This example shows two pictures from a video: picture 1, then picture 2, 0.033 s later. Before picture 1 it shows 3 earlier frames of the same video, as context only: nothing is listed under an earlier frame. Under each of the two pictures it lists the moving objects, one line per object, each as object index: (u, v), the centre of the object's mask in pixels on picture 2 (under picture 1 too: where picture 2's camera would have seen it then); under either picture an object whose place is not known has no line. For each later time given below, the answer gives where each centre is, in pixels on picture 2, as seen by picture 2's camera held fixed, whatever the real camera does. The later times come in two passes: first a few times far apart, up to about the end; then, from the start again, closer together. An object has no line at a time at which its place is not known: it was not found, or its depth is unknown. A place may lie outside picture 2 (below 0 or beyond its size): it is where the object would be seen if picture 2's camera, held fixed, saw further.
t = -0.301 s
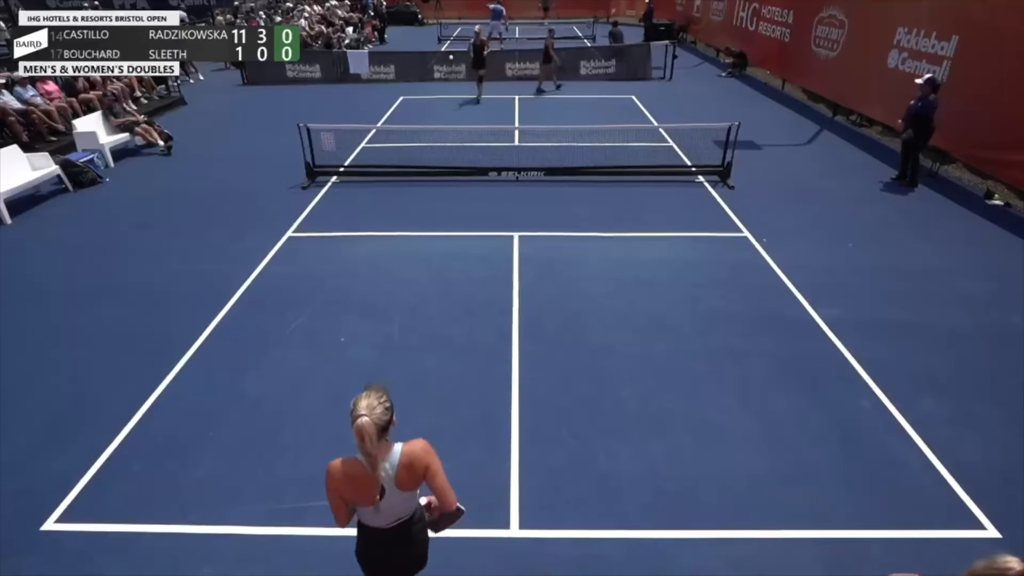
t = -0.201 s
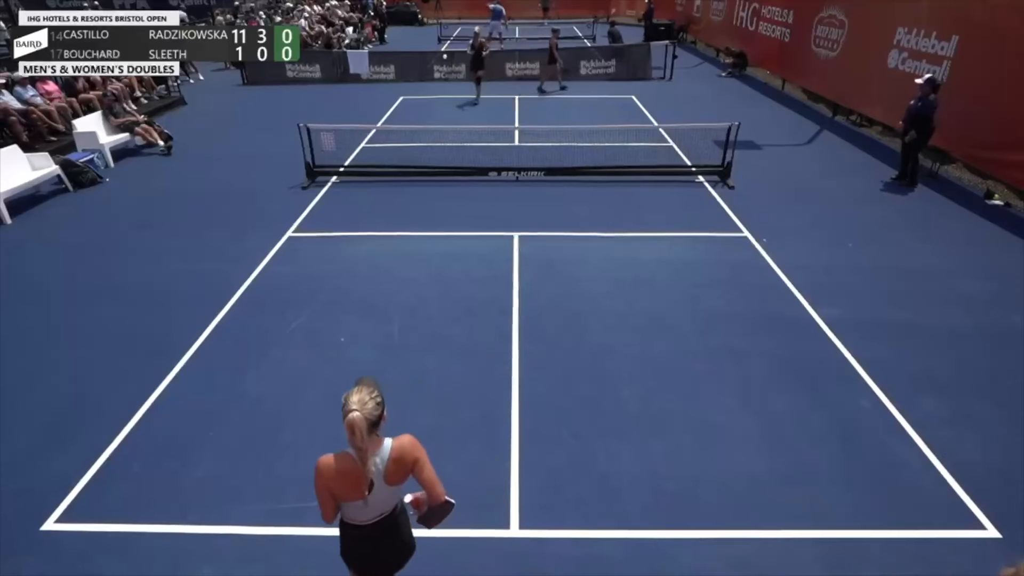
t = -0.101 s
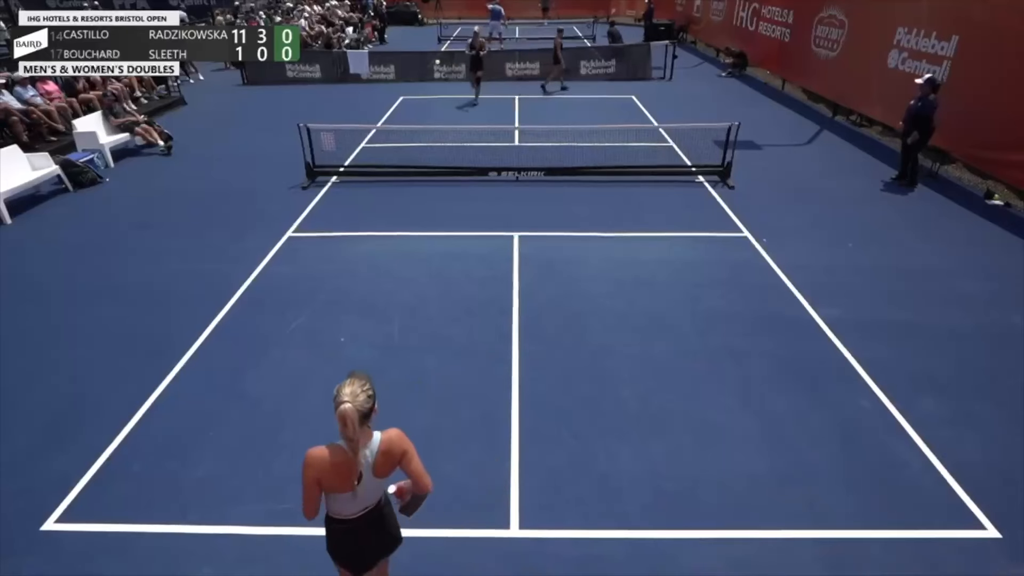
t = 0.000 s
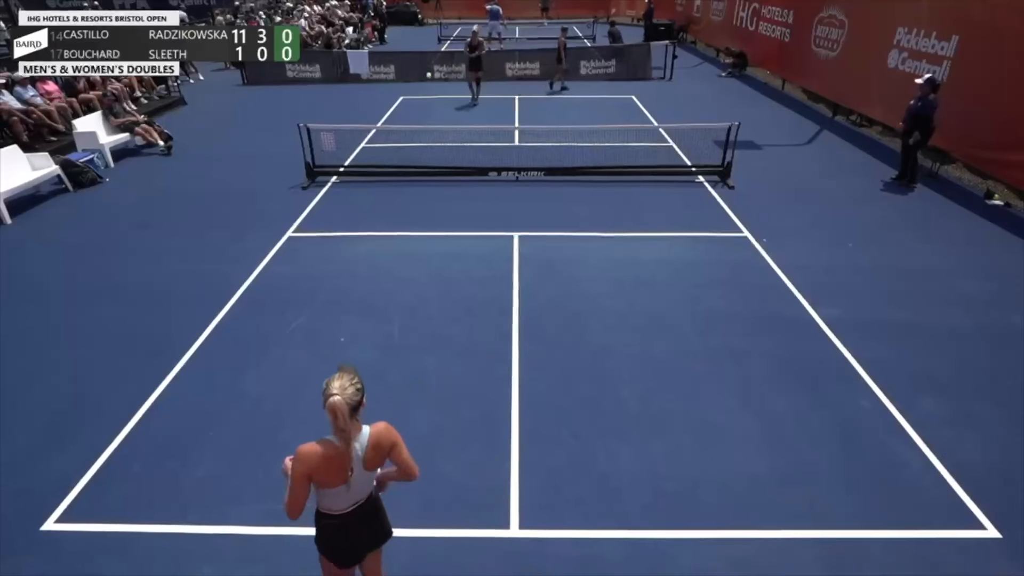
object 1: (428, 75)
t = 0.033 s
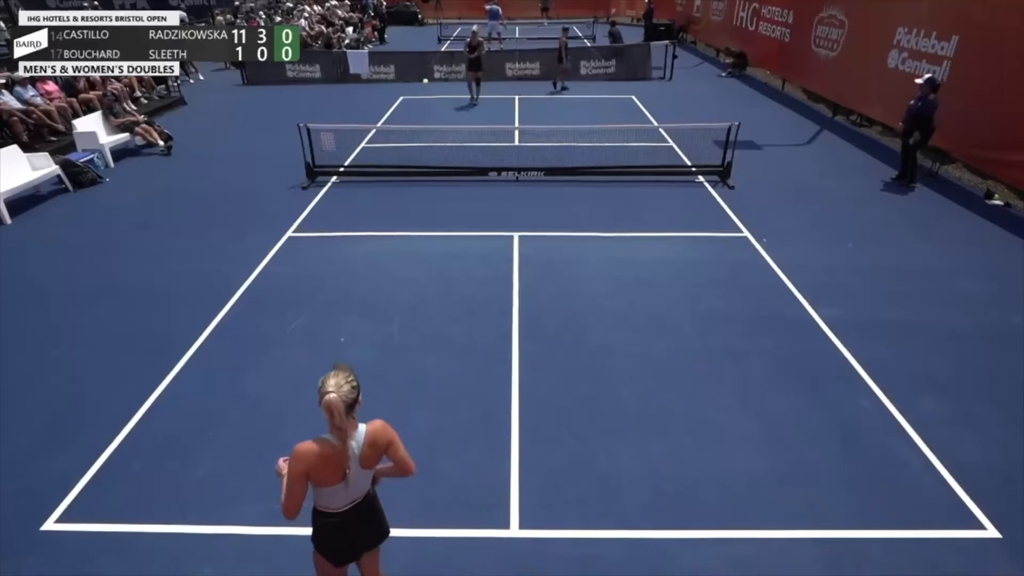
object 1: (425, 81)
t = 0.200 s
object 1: (406, 129)
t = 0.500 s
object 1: (363, 267)
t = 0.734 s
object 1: (318, 285)
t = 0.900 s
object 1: (278, 344)
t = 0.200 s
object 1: (406, 129)
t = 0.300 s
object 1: (393, 175)
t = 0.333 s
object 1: (389, 193)
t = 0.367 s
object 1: (385, 213)
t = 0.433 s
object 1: (374, 258)
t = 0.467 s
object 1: (368, 268)
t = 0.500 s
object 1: (363, 267)
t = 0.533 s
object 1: (357, 265)
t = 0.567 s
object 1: (352, 265)
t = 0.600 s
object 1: (345, 267)
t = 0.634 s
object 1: (339, 270)
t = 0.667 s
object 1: (332, 274)
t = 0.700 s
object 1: (325, 279)
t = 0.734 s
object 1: (318, 285)
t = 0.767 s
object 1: (310, 294)
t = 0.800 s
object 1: (302, 304)
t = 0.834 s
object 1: (294, 316)
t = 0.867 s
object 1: (287, 329)
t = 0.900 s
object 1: (278, 344)
